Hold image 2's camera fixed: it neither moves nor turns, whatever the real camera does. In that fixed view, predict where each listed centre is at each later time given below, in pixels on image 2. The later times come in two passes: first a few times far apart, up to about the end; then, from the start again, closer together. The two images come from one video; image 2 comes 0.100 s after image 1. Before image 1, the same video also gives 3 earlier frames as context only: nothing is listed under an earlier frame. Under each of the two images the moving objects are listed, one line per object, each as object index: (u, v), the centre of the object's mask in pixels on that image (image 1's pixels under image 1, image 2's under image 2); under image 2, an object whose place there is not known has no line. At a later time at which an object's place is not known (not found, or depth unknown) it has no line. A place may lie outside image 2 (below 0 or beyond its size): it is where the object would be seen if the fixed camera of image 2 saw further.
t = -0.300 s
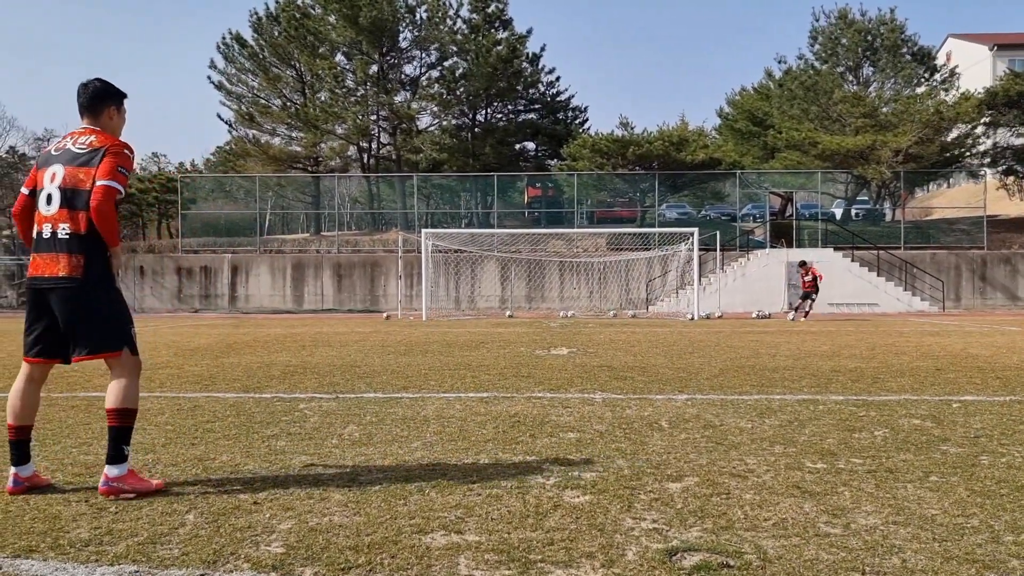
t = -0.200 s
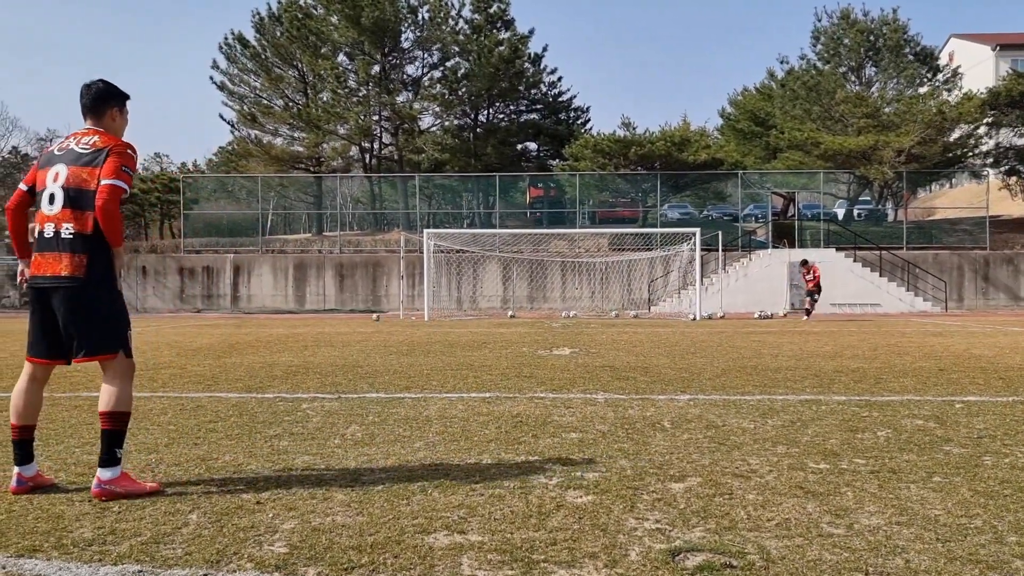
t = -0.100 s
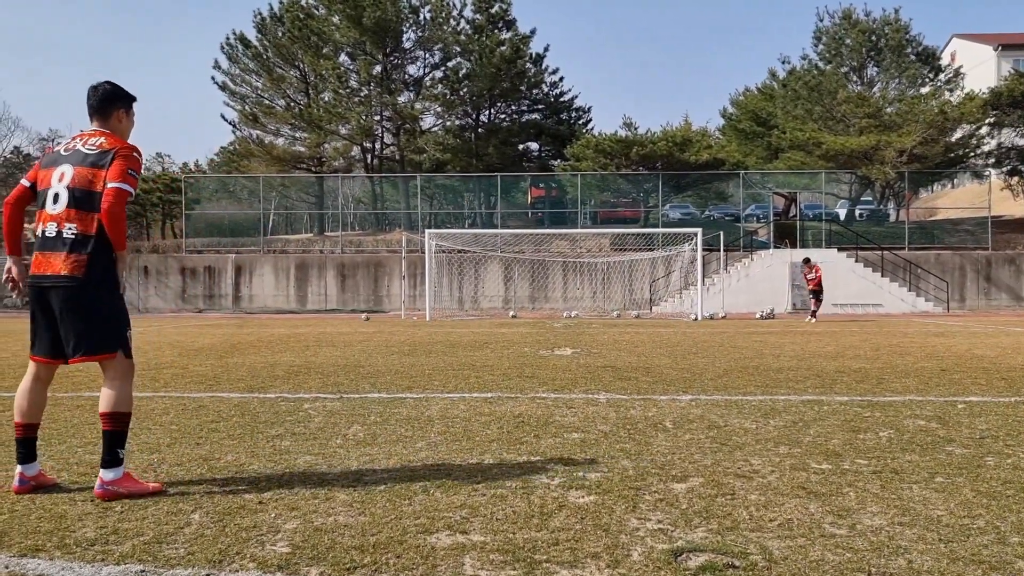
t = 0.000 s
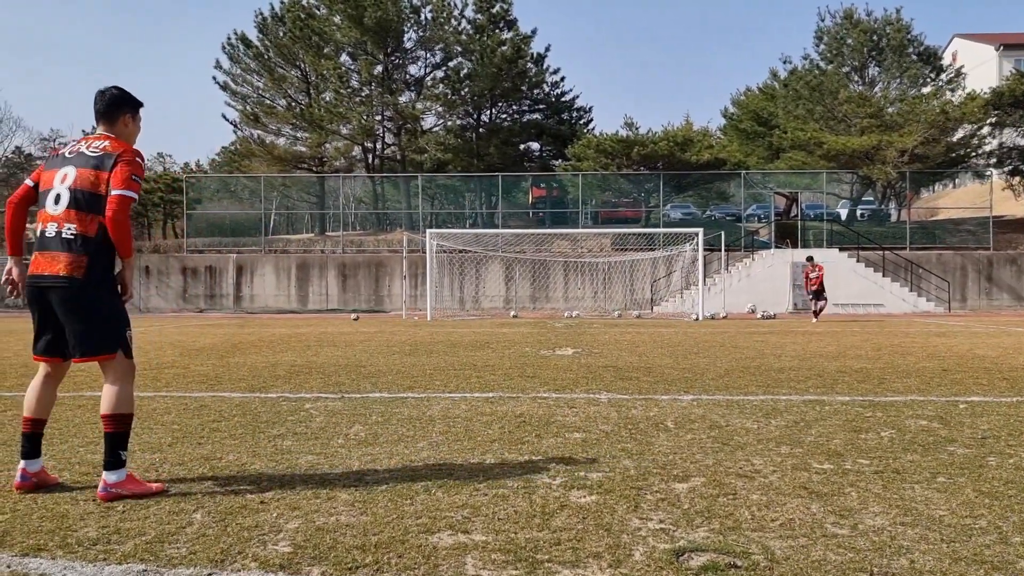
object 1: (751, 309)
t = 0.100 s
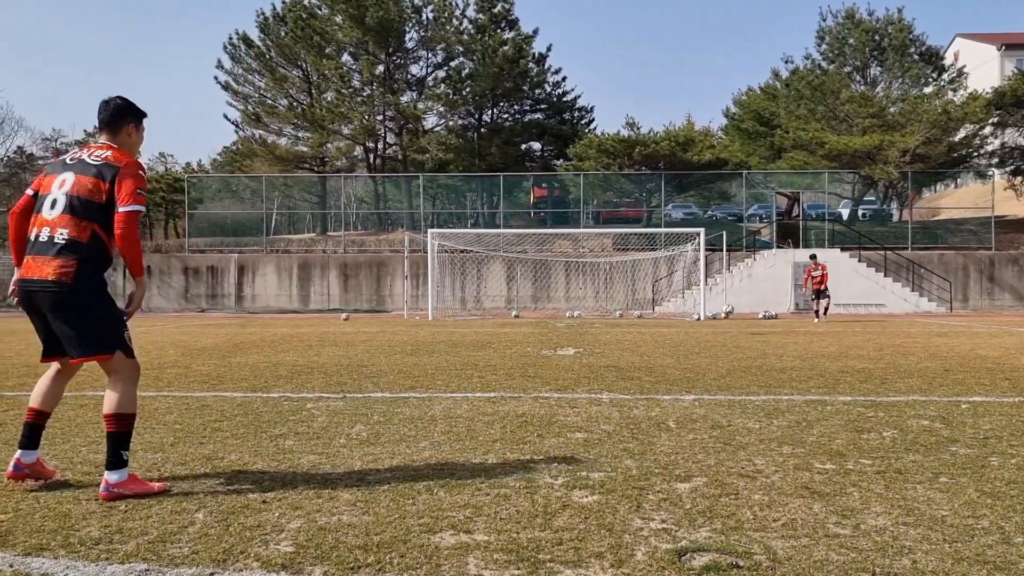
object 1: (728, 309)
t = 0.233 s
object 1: (685, 316)
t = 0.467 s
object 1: (565, 352)
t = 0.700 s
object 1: (381, 352)
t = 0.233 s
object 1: (685, 316)
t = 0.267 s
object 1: (672, 319)
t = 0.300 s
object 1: (658, 323)
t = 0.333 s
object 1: (642, 328)
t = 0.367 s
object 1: (625, 333)
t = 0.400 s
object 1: (606, 340)
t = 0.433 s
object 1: (586, 347)
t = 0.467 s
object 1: (565, 352)
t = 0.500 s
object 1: (546, 349)
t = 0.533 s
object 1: (524, 346)
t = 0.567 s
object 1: (501, 344)
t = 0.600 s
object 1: (476, 344)
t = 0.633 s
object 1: (447, 345)
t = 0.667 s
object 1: (416, 347)
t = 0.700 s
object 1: (381, 352)
